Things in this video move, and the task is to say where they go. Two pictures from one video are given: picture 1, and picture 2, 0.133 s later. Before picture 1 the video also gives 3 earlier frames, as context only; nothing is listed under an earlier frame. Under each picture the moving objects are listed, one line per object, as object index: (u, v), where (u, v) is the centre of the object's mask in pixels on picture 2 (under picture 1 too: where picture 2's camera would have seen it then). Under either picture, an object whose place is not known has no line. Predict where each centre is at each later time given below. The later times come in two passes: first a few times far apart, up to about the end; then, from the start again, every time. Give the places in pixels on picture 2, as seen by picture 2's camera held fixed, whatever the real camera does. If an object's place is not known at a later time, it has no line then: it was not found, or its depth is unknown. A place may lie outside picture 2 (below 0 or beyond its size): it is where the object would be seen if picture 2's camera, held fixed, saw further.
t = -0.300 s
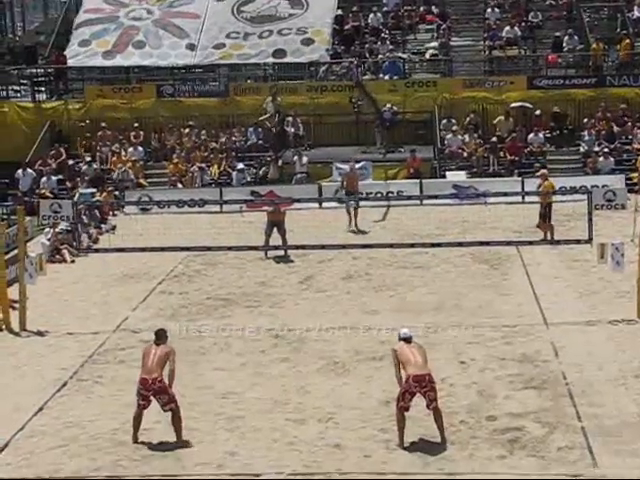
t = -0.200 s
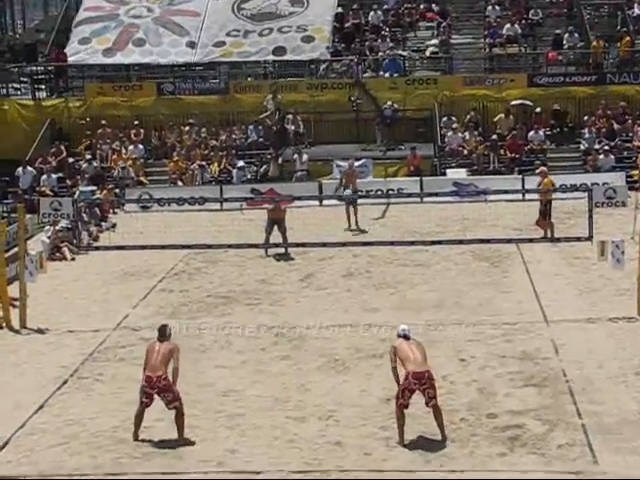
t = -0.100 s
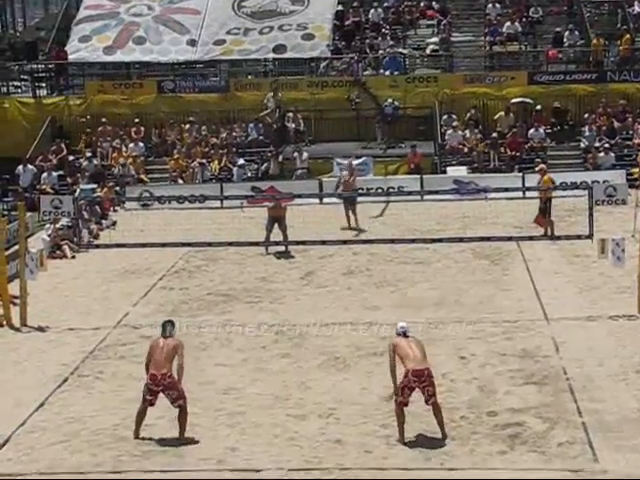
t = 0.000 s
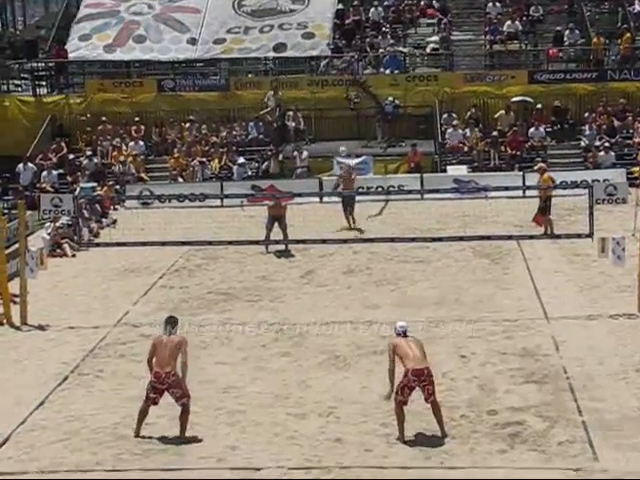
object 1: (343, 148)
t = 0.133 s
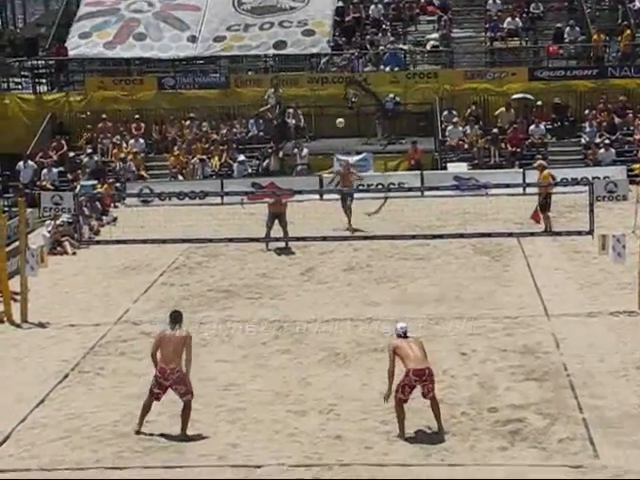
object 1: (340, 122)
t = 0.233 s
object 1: (338, 107)
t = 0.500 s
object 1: (334, 87)
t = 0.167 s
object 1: (339, 117)
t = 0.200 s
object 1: (339, 112)
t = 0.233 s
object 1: (338, 107)
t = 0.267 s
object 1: (337, 103)
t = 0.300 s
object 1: (337, 99)
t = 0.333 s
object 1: (336, 96)
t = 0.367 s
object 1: (336, 93)
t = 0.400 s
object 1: (335, 91)
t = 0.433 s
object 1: (334, 89)
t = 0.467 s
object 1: (334, 87)
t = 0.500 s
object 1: (334, 87)
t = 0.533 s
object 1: (333, 86)
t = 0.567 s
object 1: (333, 86)
